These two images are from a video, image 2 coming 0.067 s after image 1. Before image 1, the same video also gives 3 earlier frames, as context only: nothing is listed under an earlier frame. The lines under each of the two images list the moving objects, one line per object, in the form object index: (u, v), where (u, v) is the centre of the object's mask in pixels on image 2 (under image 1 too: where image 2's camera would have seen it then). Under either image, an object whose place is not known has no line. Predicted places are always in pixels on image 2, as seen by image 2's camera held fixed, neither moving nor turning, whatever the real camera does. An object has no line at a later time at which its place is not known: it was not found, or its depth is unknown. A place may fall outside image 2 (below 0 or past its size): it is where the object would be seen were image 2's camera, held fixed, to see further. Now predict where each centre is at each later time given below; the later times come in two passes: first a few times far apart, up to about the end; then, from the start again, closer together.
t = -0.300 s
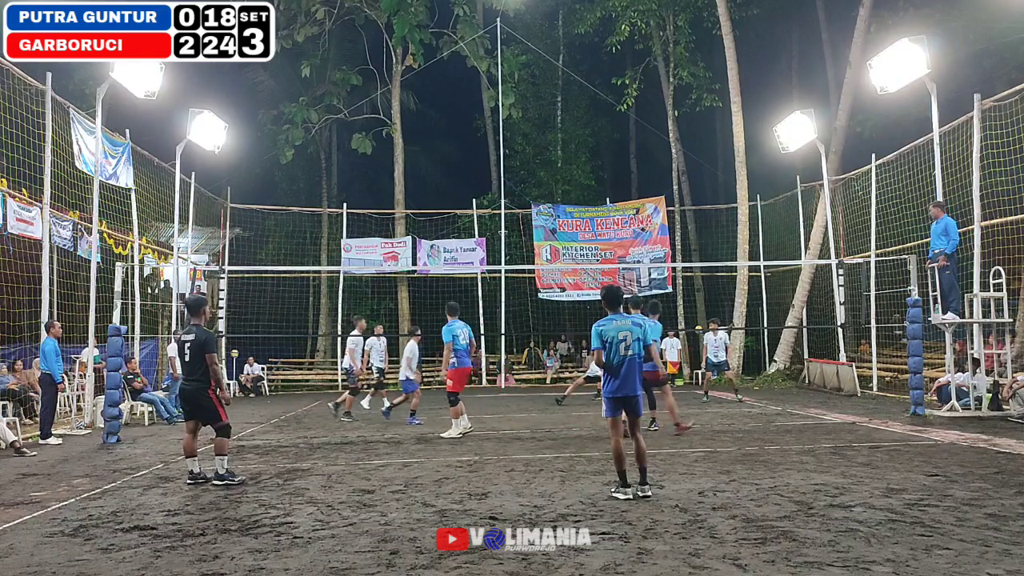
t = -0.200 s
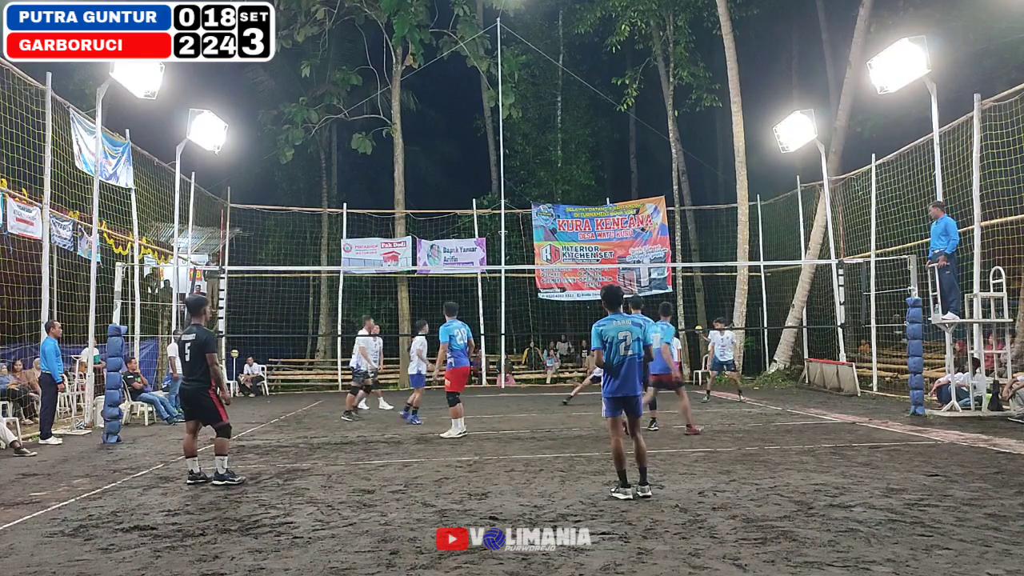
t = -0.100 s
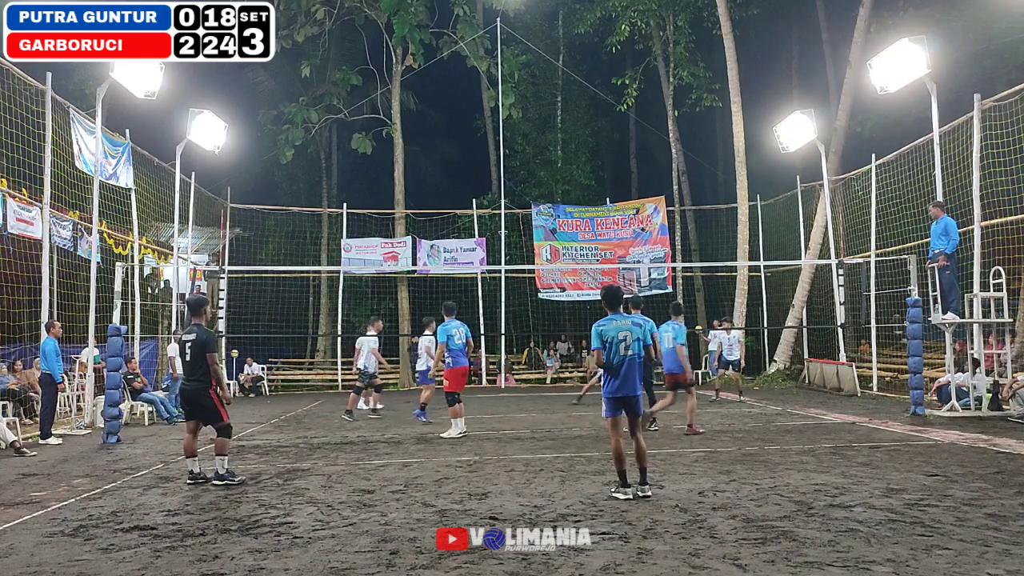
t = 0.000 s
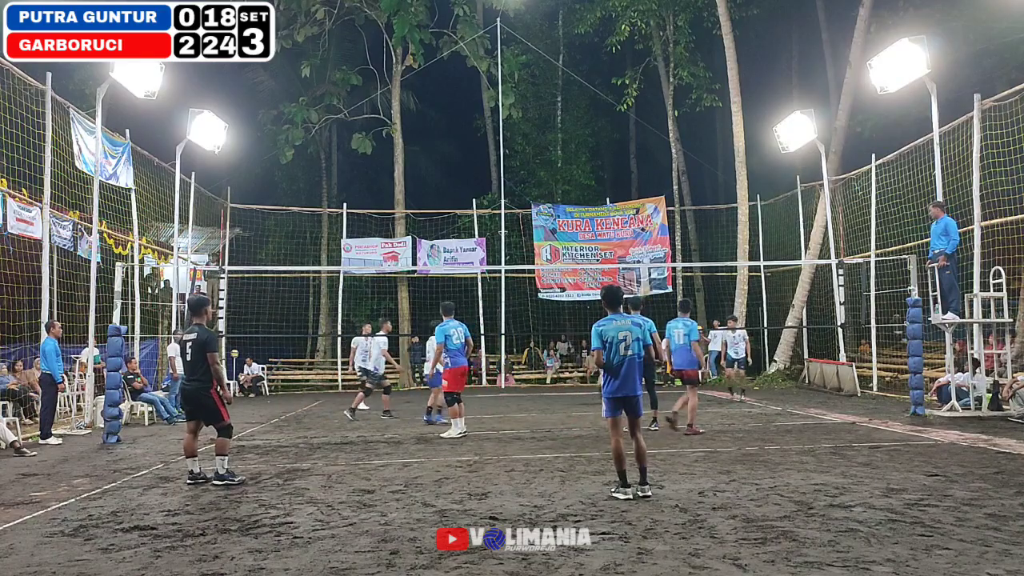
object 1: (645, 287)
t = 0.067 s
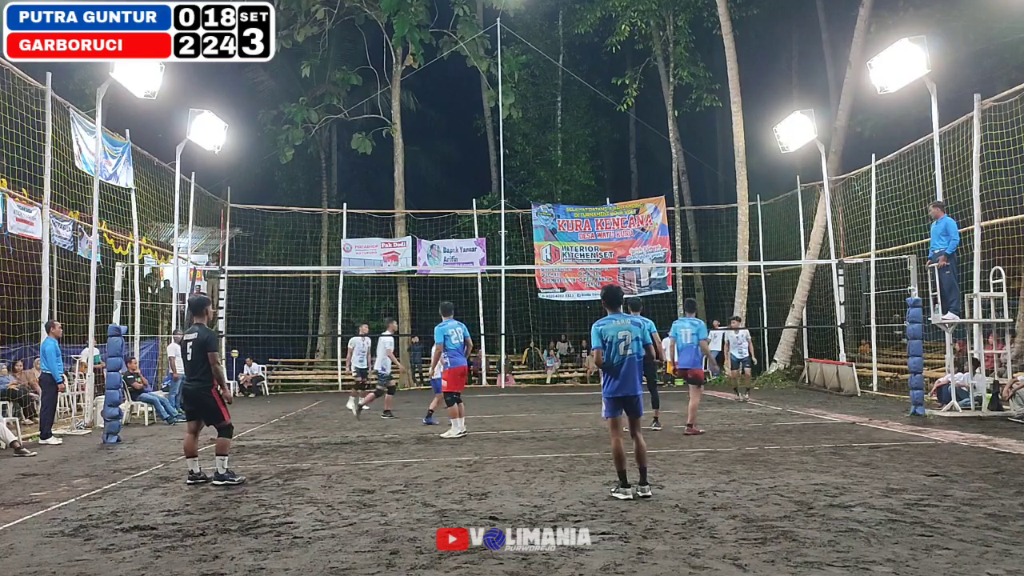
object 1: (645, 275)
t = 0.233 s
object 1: (669, 216)
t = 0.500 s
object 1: (690, 163)
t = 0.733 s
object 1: (712, 145)
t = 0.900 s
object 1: (730, 151)
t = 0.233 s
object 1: (669, 216)
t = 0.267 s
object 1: (669, 207)
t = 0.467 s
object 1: (686, 168)
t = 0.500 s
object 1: (690, 163)
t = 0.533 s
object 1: (693, 159)
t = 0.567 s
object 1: (696, 155)
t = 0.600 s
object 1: (699, 152)
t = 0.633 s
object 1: (702, 149)
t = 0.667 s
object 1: (706, 147)
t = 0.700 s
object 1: (709, 146)
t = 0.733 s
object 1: (712, 145)
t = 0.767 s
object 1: (716, 145)
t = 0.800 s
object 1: (719, 145)
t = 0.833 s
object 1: (723, 147)
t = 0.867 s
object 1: (726, 148)
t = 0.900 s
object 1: (730, 151)
